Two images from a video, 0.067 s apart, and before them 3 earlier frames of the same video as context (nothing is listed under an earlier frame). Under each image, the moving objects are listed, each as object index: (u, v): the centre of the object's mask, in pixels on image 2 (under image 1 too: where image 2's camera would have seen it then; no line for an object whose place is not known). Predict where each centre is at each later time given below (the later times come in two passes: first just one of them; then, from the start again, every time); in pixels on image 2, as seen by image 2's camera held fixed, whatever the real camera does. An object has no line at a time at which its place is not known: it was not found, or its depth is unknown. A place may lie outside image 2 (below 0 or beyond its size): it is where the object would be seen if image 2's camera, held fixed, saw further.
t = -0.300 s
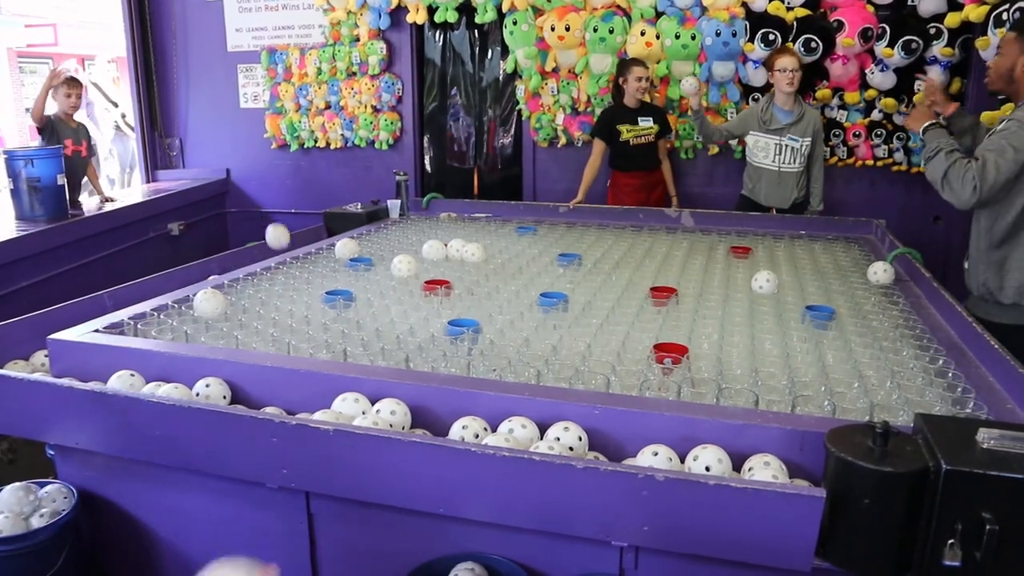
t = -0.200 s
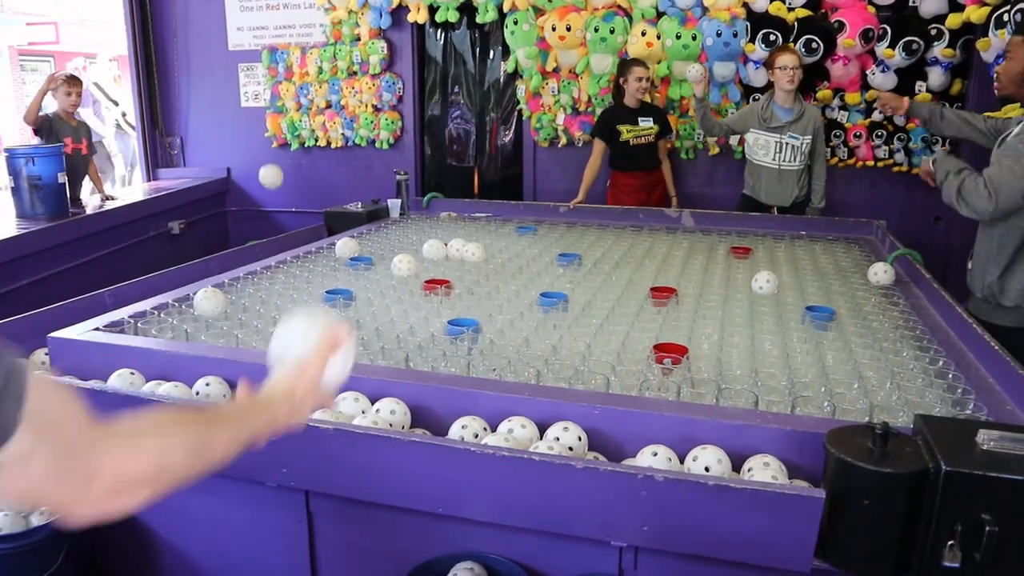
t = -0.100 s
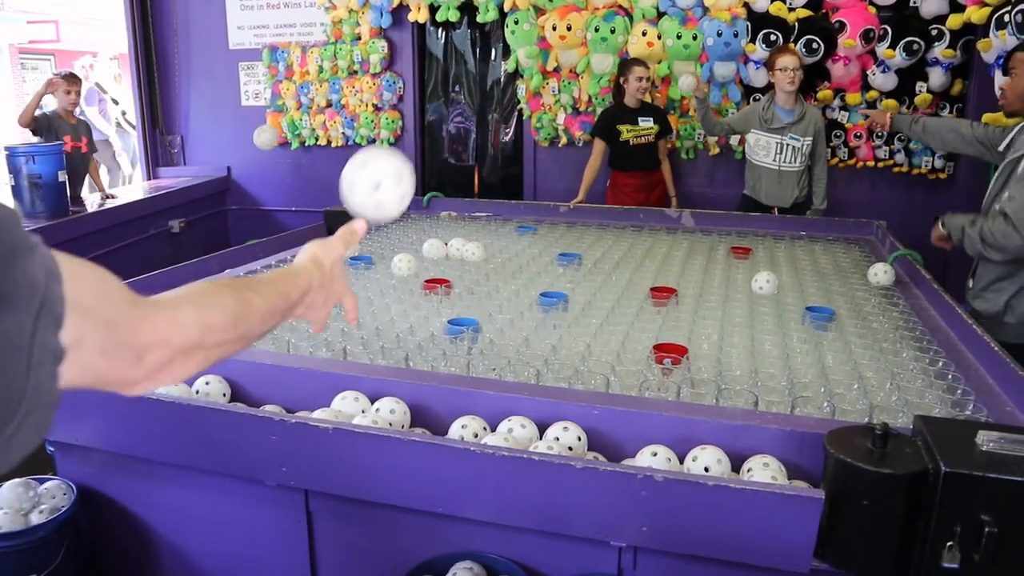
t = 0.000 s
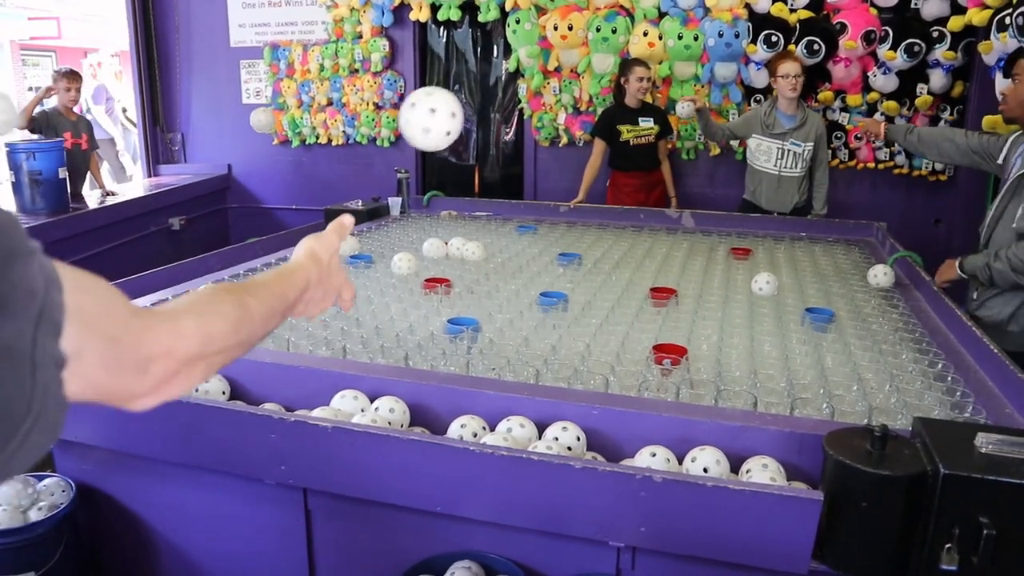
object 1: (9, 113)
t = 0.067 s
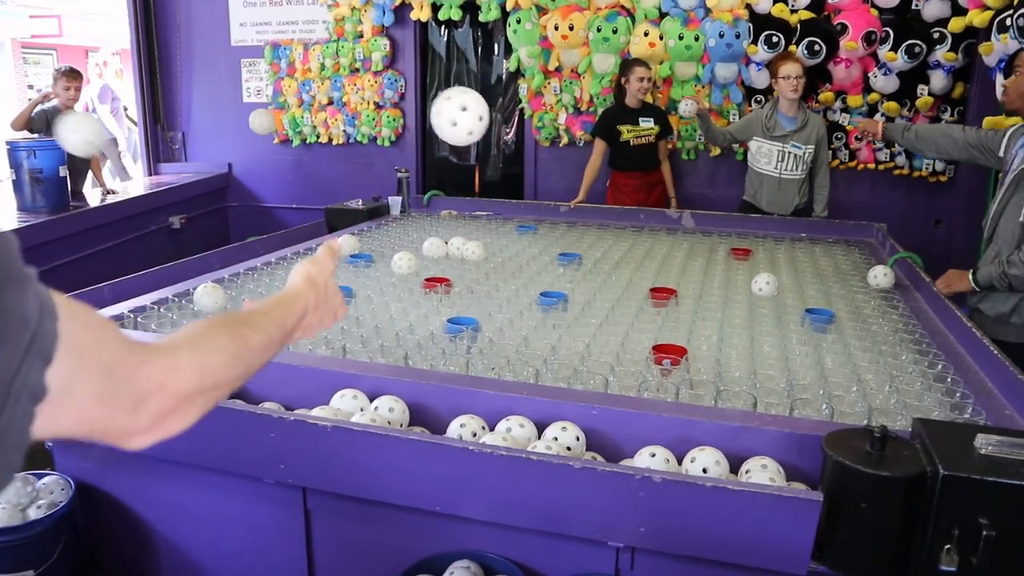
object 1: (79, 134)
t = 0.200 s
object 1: (227, 223)
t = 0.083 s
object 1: (97, 141)
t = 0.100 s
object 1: (119, 151)
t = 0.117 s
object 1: (140, 161)
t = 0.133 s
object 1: (159, 174)
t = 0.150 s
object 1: (176, 184)
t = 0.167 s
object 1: (193, 197)
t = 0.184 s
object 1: (210, 210)
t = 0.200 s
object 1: (227, 223)
